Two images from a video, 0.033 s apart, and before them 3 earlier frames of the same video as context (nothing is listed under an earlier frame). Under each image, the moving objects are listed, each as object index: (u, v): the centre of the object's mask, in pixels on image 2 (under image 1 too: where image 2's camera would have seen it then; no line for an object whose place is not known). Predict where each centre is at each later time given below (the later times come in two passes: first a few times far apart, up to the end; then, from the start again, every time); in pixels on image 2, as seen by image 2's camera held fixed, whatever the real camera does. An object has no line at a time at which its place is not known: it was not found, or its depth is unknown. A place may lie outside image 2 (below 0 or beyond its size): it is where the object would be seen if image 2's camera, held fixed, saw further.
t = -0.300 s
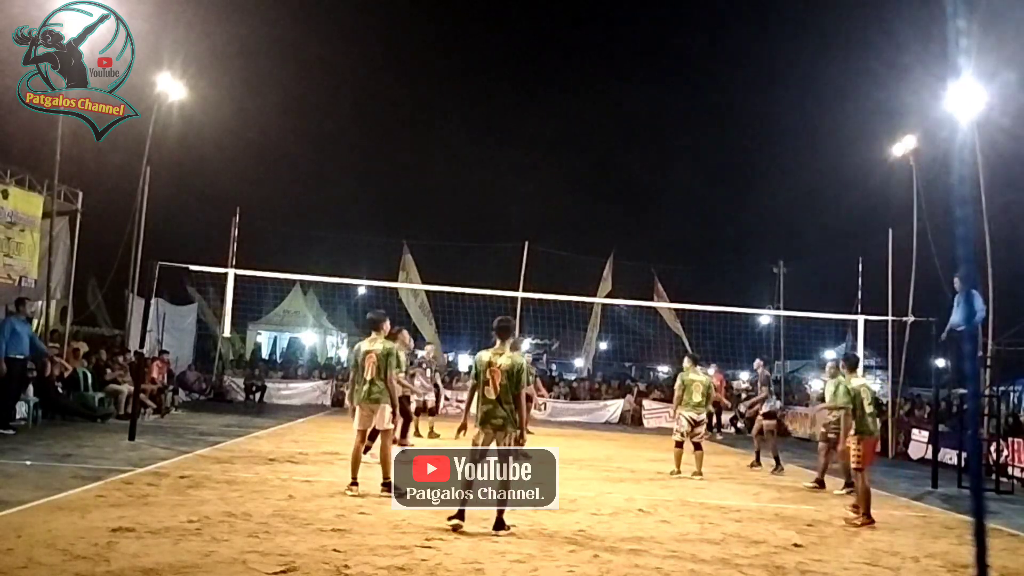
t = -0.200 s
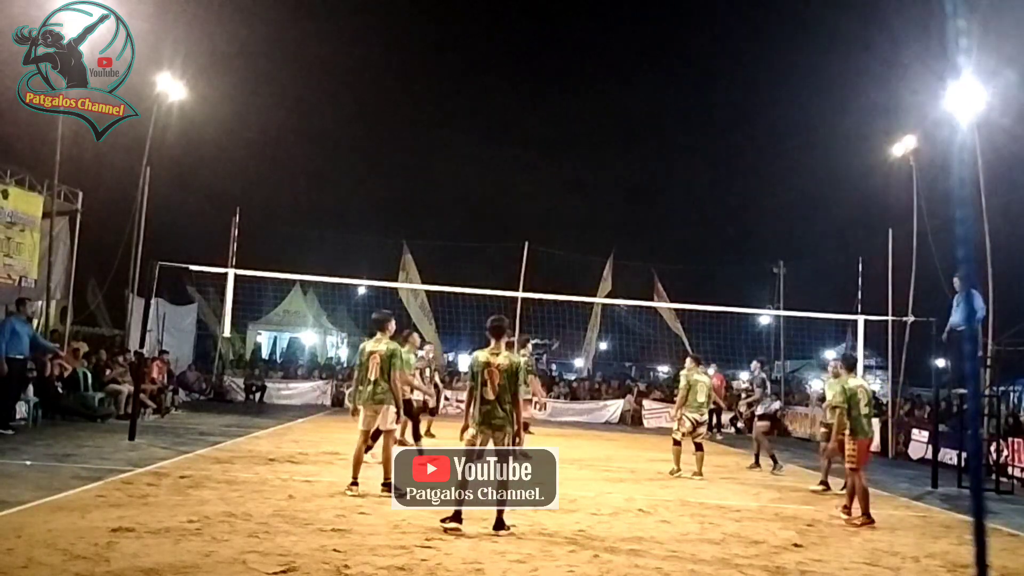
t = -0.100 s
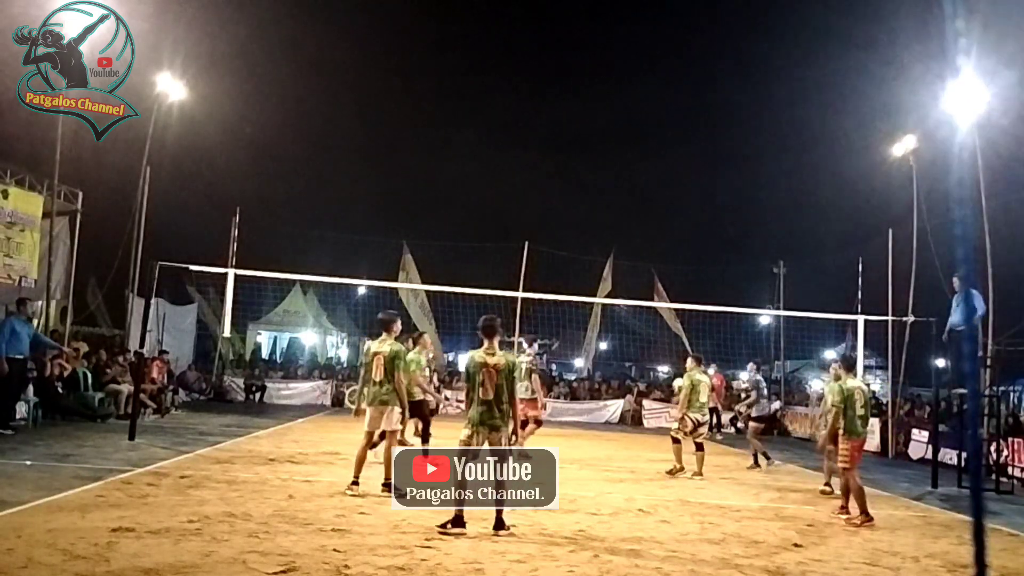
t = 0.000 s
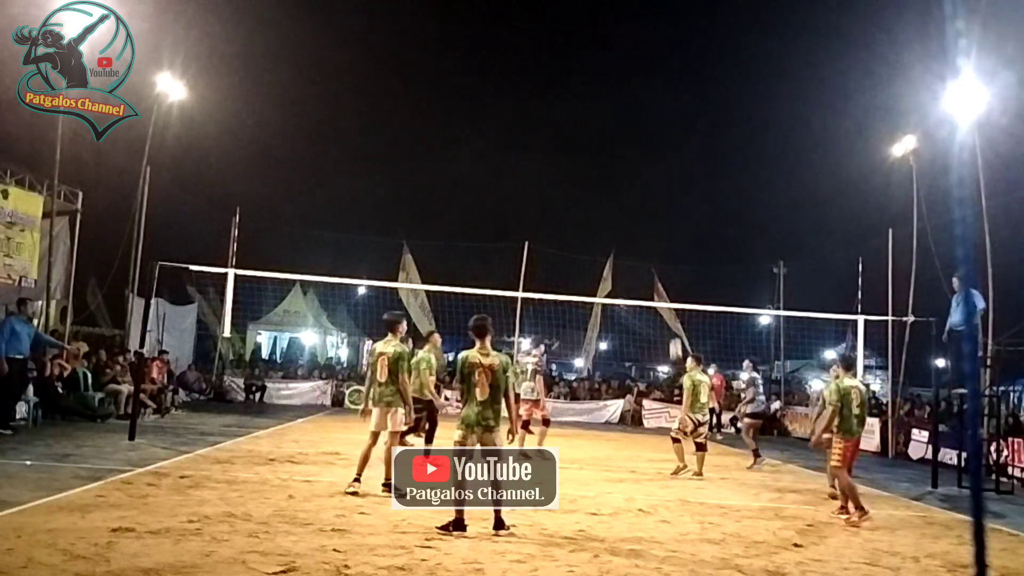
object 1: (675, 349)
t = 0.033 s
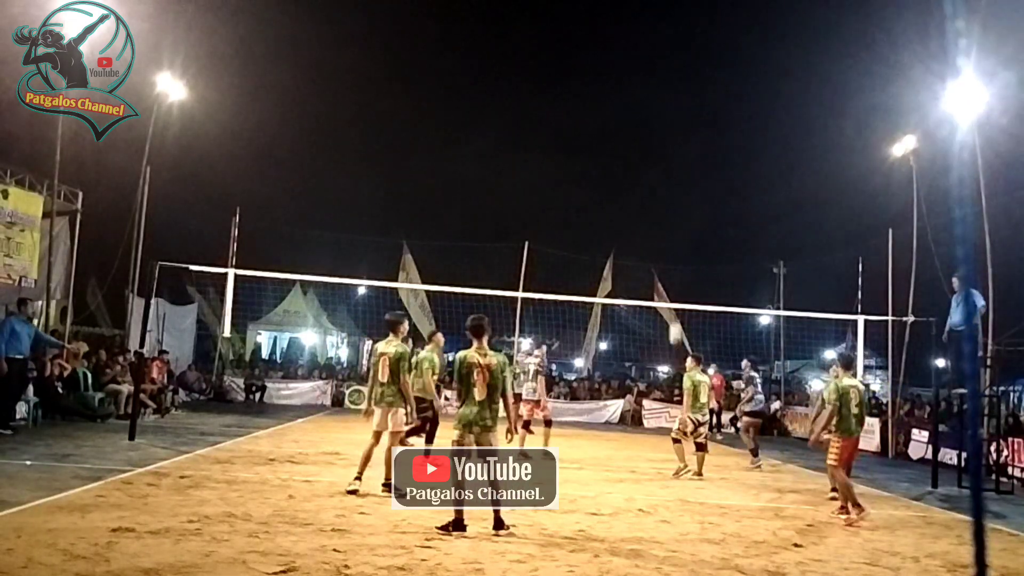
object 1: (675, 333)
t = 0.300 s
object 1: (667, 218)
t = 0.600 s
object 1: (654, 127)
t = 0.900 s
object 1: (634, 81)
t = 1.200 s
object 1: (609, 87)
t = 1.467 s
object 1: (583, 143)
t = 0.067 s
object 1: (674, 317)
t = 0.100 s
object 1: (673, 297)
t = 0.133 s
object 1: (673, 286)
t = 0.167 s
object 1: (672, 271)
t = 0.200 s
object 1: (671, 257)
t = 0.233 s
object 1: (670, 244)
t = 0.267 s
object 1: (669, 230)
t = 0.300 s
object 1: (667, 218)
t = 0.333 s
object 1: (666, 206)
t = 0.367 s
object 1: (665, 194)
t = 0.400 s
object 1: (663, 183)
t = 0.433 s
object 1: (662, 172)
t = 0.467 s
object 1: (661, 162)
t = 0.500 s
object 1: (659, 153)
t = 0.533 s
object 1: (657, 144)
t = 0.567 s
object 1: (655, 135)
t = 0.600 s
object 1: (654, 127)
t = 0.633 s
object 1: (652, 120)
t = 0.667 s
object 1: (650, 113)
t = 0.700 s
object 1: (648, 106)
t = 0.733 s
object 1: (645, 101)
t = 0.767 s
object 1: (643, 95)
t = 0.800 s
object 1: (641, 91)
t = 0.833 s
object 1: (639, 87)
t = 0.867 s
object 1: (636, 84)
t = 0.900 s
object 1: (634, 81)
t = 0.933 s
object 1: (632, 79)
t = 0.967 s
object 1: (629, 78)
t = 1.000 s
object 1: (626, 77)
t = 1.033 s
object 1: (624, 77)
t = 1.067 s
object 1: (621, 77)
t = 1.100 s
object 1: (618, 79)
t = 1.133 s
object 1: (615, 81)
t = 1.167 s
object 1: (612, 83)
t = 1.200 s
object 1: (609, 87)
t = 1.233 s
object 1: (606, 91)
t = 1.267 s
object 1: (603, 96)
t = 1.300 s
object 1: (600, 102)
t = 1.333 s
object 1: (597, 108)
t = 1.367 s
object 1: (593, 116)
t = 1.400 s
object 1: (590, 124)
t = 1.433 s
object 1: (586, 133)
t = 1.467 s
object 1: (583, 143)
